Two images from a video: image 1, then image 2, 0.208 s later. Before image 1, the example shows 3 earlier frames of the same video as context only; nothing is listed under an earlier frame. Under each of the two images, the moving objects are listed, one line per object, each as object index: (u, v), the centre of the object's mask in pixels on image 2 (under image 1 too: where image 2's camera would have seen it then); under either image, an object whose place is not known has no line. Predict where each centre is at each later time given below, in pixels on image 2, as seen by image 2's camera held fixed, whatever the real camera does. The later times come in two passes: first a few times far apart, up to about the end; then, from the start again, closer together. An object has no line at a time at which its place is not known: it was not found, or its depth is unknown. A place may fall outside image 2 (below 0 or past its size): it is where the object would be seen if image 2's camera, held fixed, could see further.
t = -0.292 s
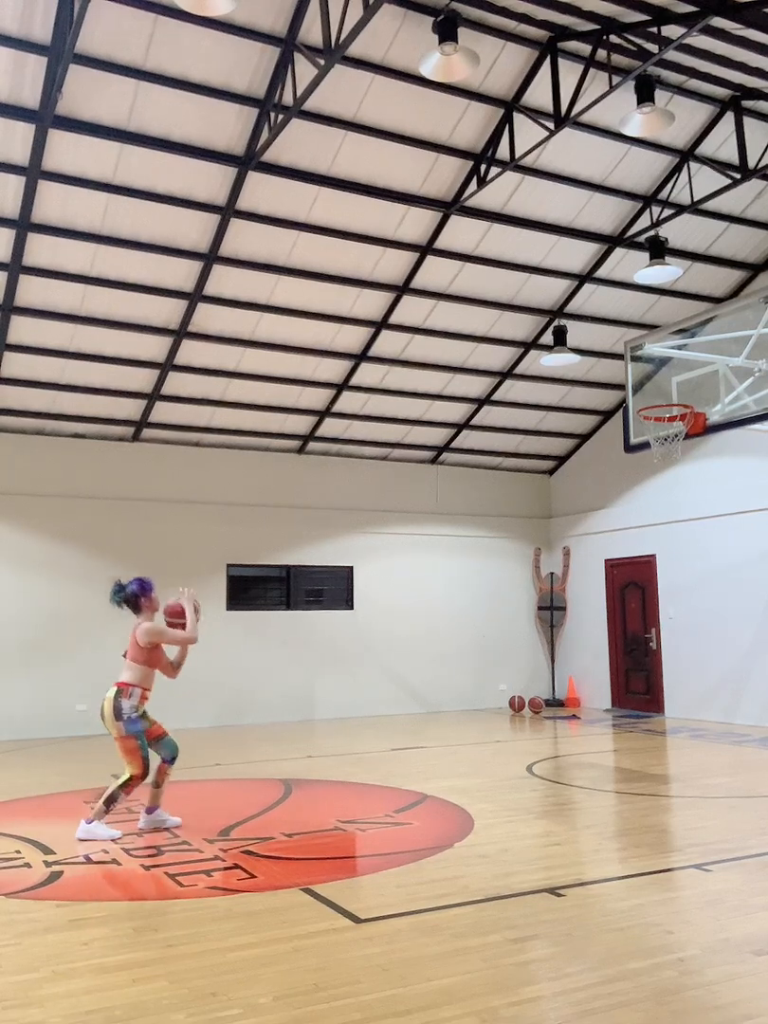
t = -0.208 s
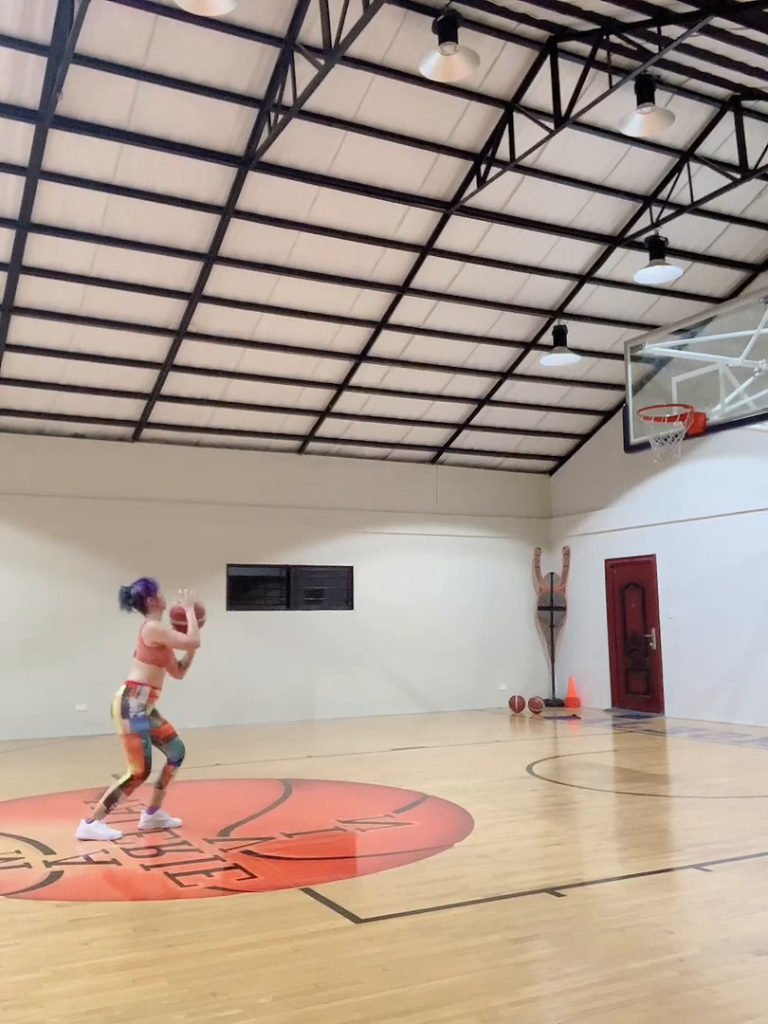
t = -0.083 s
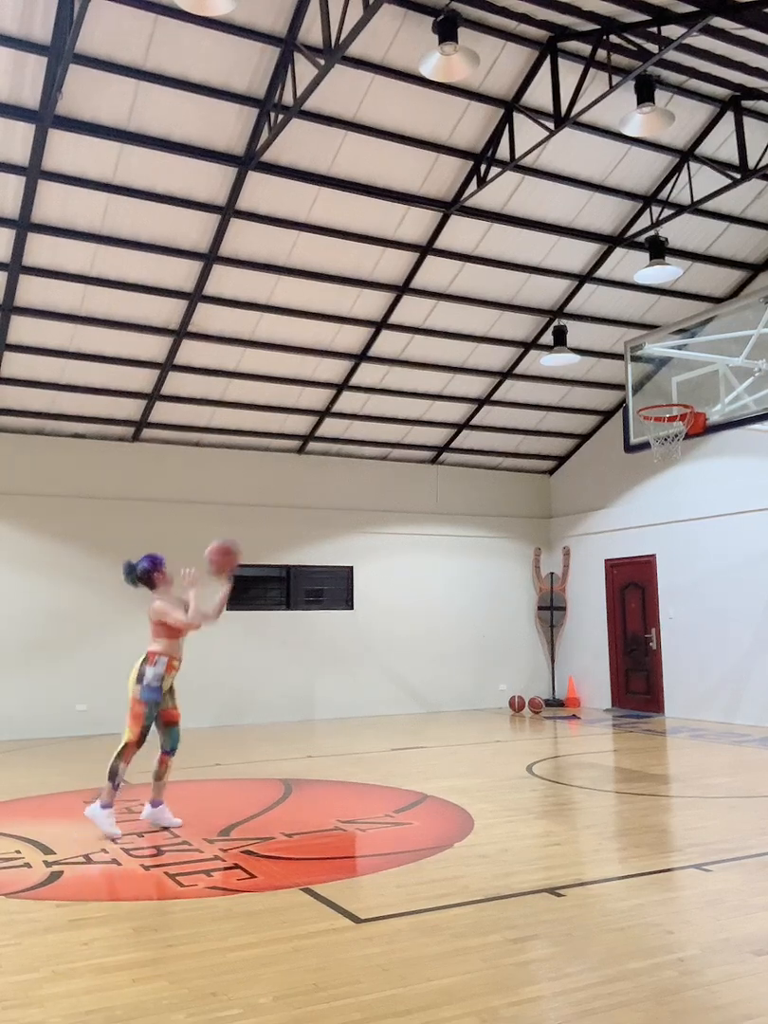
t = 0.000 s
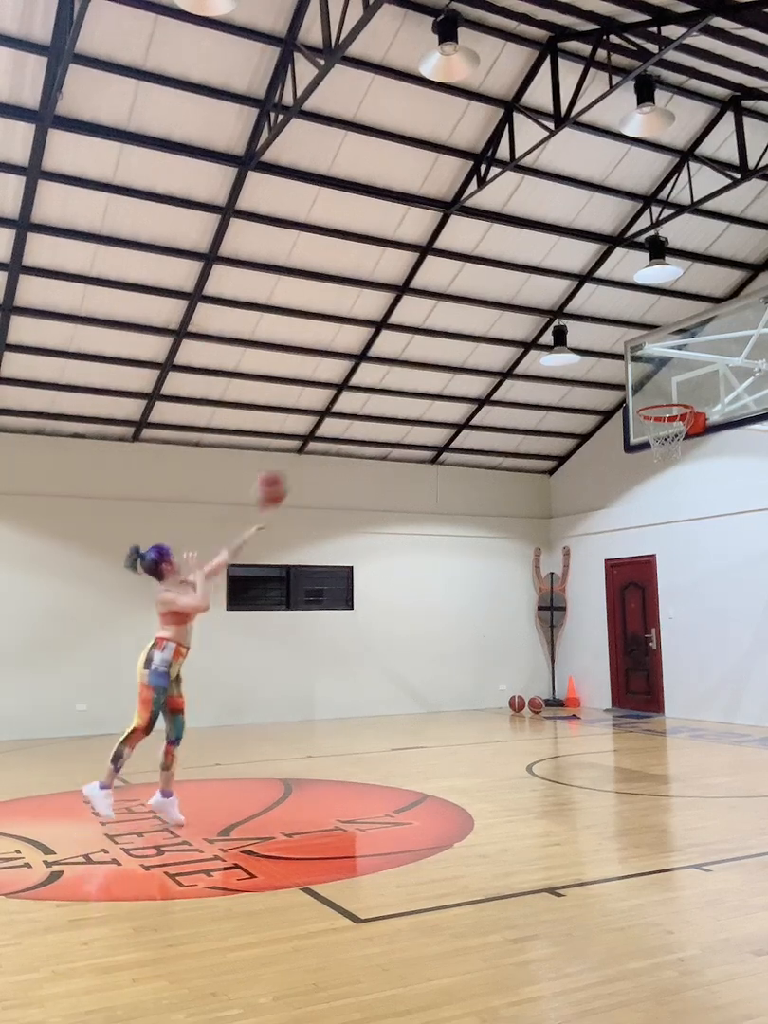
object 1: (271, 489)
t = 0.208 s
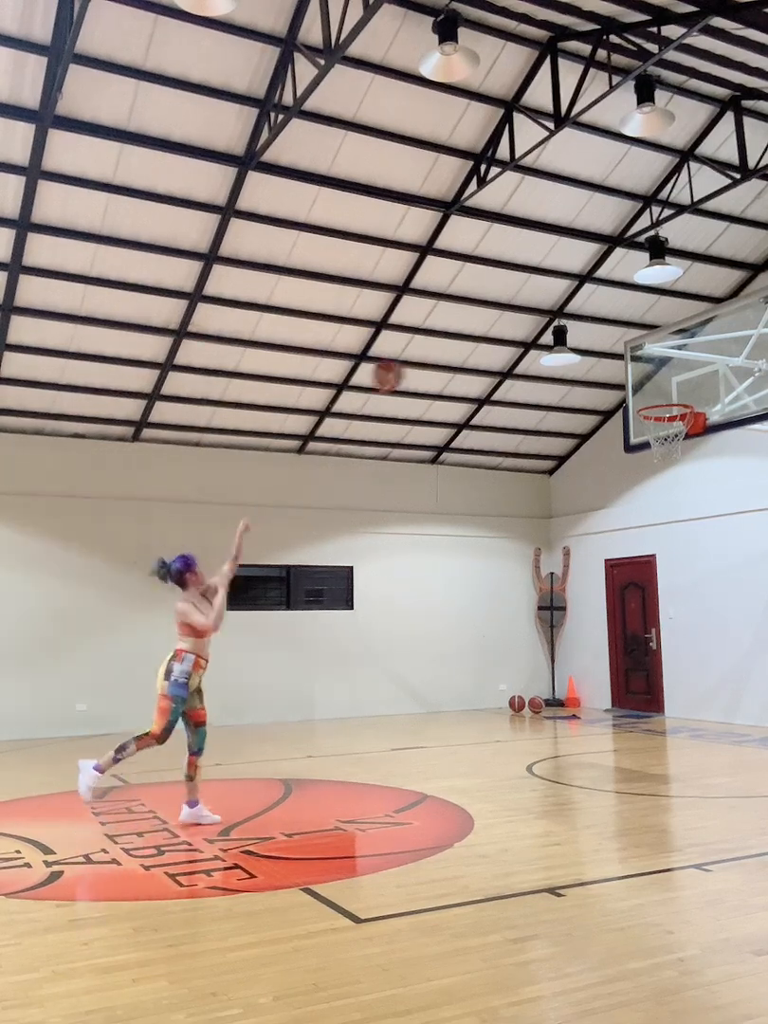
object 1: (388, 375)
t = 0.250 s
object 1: (408, 360)
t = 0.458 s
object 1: (506, 326)
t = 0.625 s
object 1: (575, 335)
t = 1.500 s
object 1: (685, 539)
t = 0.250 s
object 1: (408, 360)
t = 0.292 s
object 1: (430, 349)
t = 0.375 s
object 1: (469, 333)
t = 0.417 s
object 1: (488, 328)
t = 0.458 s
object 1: (506, 326)
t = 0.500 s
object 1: (524, 326)
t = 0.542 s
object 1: (542, 328)
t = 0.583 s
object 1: (559, 331)
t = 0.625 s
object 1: (575, 335)
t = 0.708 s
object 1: (609, 352)
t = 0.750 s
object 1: (624, 362)
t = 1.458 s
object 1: (681, 520)
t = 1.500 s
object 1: (685, 539)
